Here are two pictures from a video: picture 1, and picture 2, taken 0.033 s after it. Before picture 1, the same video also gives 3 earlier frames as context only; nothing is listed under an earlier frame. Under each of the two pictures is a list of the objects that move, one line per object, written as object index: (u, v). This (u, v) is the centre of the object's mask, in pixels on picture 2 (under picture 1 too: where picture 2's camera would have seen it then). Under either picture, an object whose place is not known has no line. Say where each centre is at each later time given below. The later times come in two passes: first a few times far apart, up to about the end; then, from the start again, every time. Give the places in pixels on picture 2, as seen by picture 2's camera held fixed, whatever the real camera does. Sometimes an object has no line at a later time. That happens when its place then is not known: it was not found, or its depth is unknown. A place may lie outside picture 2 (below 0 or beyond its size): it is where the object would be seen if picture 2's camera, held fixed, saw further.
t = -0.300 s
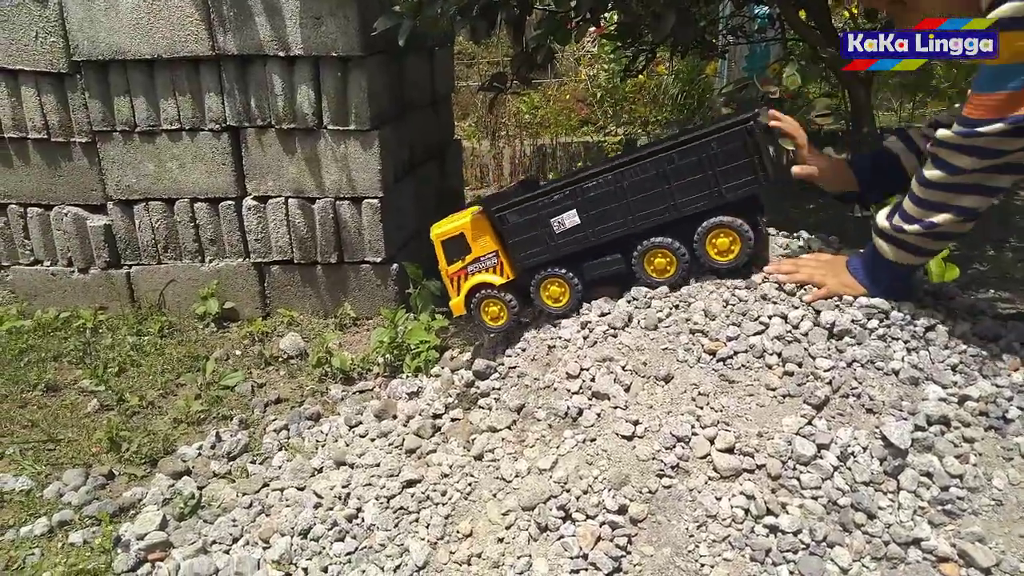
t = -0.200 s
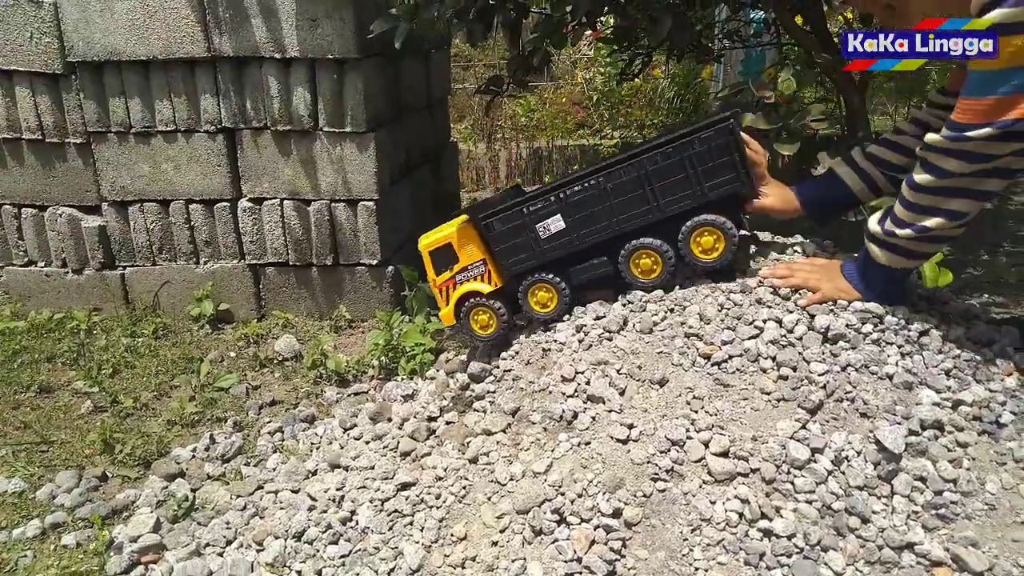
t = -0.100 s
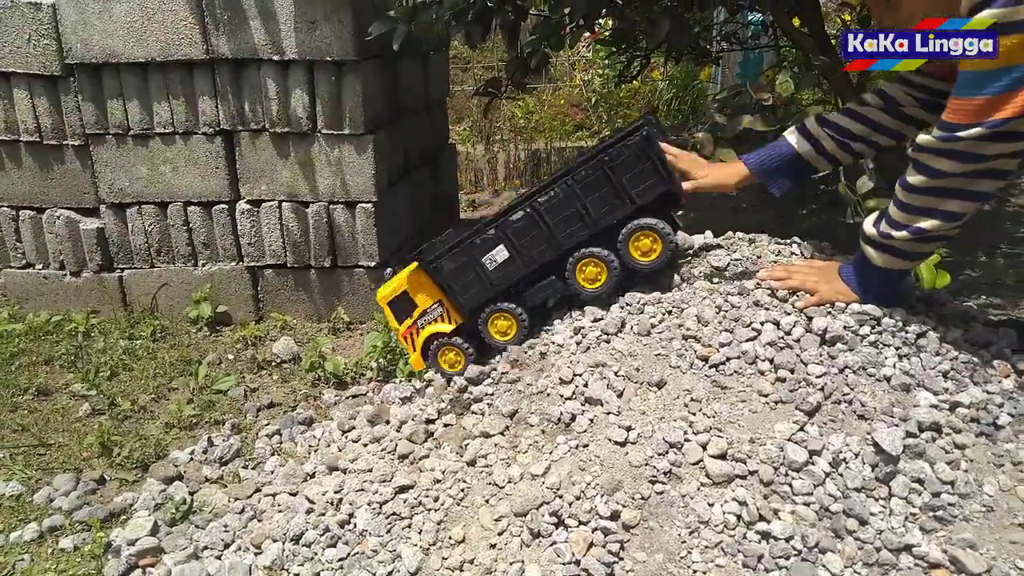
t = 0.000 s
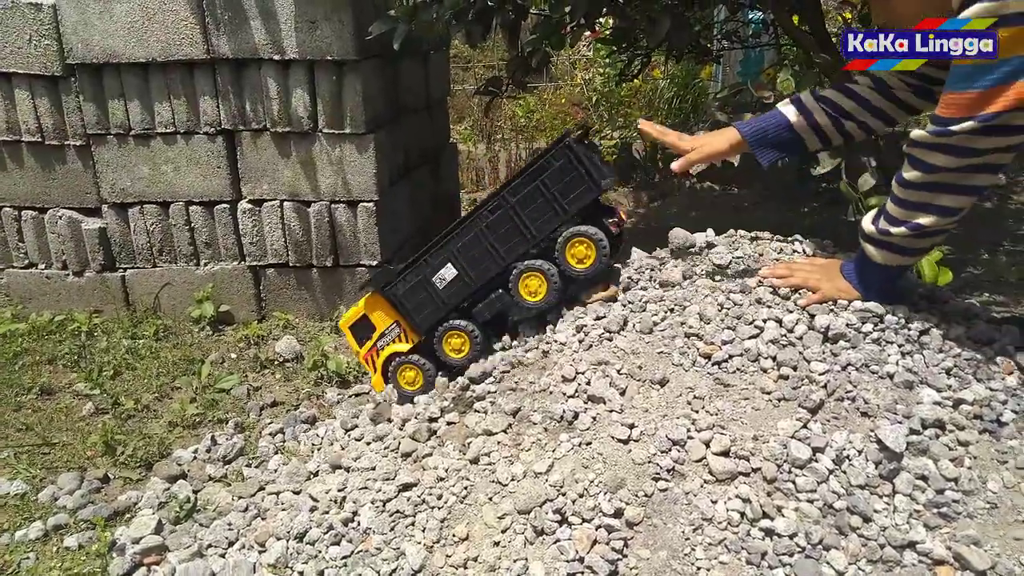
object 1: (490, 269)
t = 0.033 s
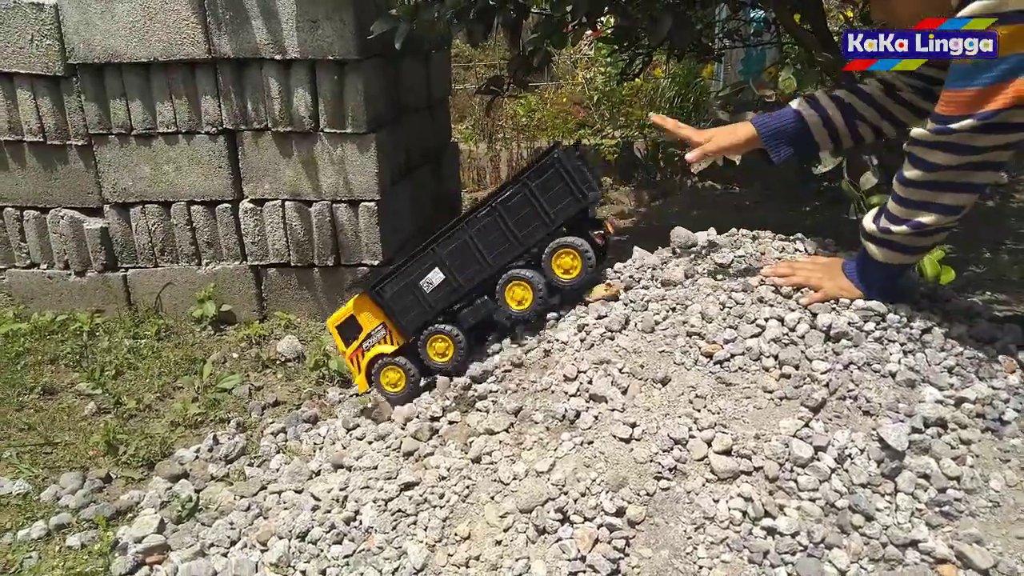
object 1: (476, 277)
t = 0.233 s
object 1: (395, 311)
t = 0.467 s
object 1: (357, 340)
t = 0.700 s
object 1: (344, 348)
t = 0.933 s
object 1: (346, 347)
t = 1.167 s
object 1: (347, 347)
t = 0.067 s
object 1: (463, 285)
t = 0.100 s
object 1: (448, 299)
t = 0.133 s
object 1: (433, 309)
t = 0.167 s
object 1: (417, 309)
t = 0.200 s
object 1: (404, 311)
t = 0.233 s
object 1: (395, 311)
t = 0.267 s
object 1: (390, 317)
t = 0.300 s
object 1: (381, 325)
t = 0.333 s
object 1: (377, 332)
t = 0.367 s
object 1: (369, 333)
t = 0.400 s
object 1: (363, 336)
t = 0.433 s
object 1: (359, 338)
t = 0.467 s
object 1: (357, 340)
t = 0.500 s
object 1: (353, 343)
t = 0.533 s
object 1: (351, 344)
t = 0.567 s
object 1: (348, 345)
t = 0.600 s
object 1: (346, 346)
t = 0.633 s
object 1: (343, 347)
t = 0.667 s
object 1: (344, 347)
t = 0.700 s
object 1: (344, 348)
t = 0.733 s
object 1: (343, 348)
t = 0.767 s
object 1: (344, 348)
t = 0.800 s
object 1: (346, 347)
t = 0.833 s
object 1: (345, 347)
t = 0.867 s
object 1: (346, 347)
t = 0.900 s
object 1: (346, 347)
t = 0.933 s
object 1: (346, 347)
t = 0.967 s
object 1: (346, 347)
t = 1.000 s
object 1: (345, 348)
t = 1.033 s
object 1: (345, 347)
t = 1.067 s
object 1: (346, 347)
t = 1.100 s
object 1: (346, 347)
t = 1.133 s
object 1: (346, 347)
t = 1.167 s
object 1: (347, 347)
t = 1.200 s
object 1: (346, 347)
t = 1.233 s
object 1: (347, 346)
